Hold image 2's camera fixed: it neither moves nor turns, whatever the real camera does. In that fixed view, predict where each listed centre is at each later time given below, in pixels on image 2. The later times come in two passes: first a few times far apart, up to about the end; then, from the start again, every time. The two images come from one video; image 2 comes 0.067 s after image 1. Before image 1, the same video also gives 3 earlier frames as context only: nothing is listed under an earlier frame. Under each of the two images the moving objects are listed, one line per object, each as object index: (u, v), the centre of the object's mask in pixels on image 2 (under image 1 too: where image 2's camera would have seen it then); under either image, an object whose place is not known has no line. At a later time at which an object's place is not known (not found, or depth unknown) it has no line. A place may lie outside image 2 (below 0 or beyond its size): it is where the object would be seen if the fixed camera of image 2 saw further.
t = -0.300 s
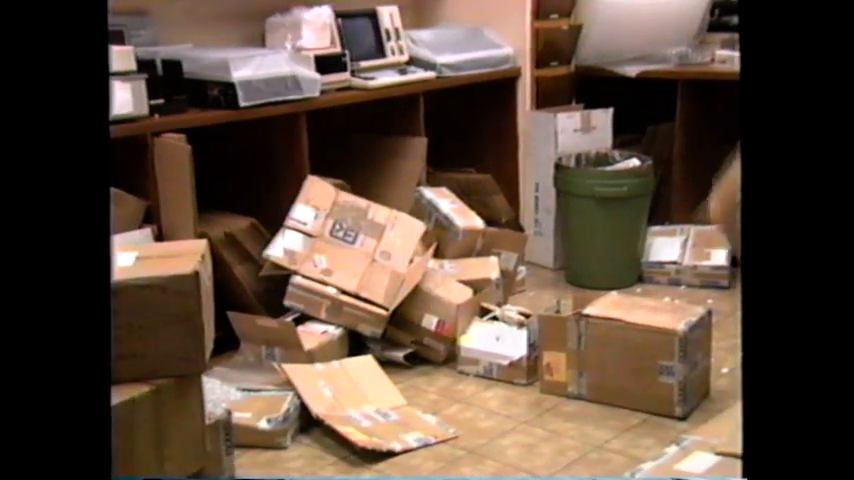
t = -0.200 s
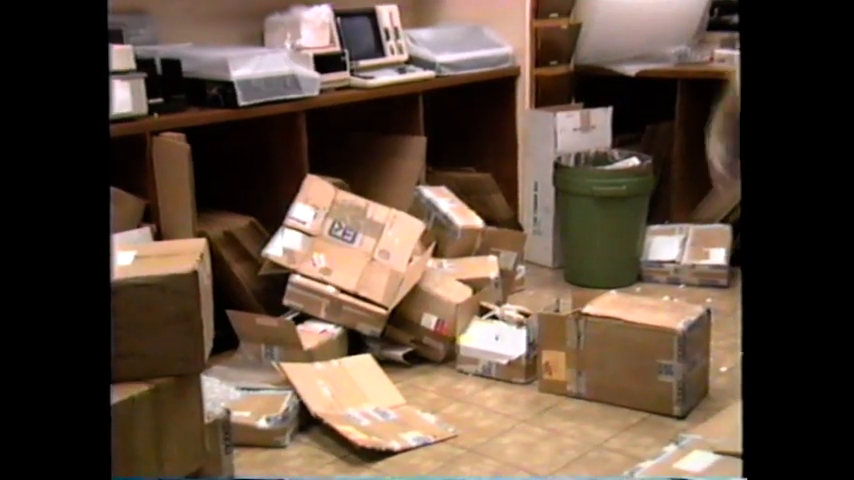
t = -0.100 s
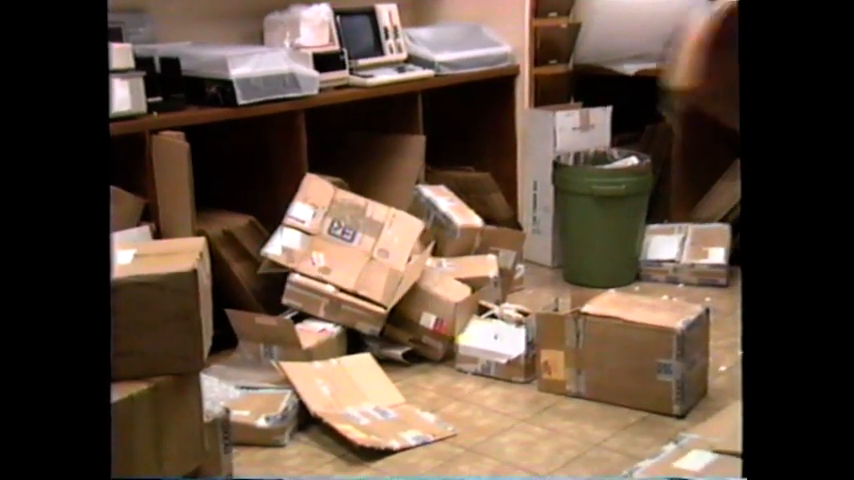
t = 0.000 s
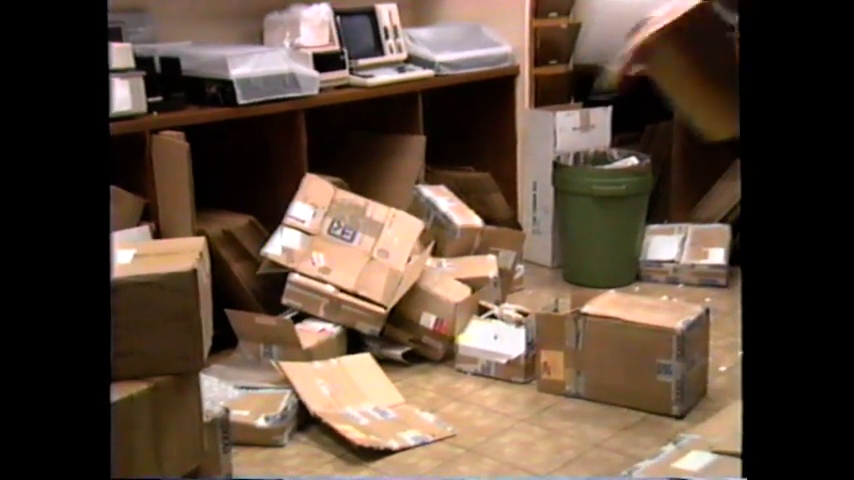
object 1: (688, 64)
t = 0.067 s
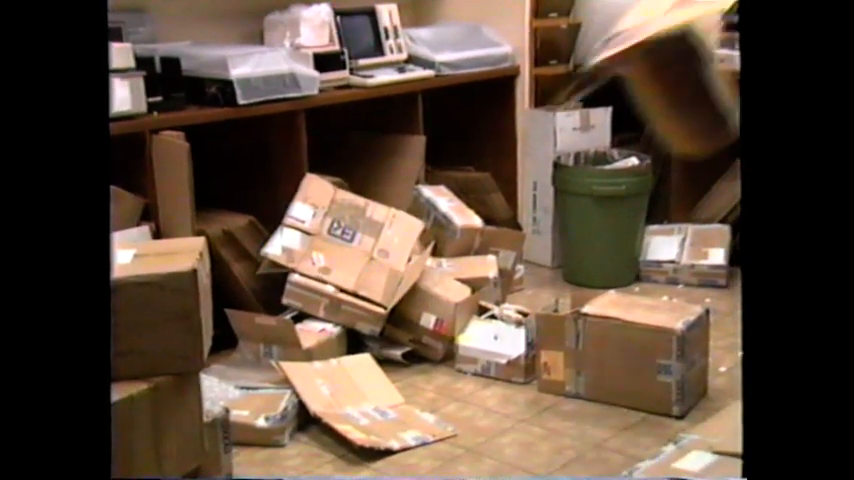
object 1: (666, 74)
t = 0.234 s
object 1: (590, 119)
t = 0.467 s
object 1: (499, 292)
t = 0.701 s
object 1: (440, 419)
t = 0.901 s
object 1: (446, 424)
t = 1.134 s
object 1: (451, 429)
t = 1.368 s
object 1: (451, 429)
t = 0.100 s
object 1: (655, 80)
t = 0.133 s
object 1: (638, 85)
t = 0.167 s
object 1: (619, 92)
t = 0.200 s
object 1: (604, 102)
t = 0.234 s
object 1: (590, 119)
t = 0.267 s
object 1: (579, 137)
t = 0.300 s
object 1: (567, 160)
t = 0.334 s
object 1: (542, 168)
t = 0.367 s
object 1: (543, 212)
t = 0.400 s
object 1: (526, 237)
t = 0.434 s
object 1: (511, 268)
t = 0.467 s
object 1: (499, 292)
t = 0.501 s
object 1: (484, 320)
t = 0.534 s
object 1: (466, 347)
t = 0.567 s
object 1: (463, 394)
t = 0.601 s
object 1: (453, 413)
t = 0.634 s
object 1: (455, 419)
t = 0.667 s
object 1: (440, 419)
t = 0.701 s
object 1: (440, 419)
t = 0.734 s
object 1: (442, 417)
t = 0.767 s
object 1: (441, 416)
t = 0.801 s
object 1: (442, 417)
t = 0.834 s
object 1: (442, 420)
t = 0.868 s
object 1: (445, 422)
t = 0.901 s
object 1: (446, 424)
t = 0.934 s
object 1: (449, 426)
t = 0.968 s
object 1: (450, 428)
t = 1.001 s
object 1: (451, 428)
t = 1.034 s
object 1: (451, 429)
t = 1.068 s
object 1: (450, 429)
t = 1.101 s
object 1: (451, 429)
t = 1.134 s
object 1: (451, 429)
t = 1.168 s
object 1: (451, 429)
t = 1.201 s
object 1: (451, 429)
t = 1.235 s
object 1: (451, 429)
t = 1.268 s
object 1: (451, 429)
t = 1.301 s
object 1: (451, 429)
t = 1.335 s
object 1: (451, 429)
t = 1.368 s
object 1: (451, 429)
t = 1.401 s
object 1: (451, 429)
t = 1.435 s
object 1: (451, 429)
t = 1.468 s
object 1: (451, 429)
